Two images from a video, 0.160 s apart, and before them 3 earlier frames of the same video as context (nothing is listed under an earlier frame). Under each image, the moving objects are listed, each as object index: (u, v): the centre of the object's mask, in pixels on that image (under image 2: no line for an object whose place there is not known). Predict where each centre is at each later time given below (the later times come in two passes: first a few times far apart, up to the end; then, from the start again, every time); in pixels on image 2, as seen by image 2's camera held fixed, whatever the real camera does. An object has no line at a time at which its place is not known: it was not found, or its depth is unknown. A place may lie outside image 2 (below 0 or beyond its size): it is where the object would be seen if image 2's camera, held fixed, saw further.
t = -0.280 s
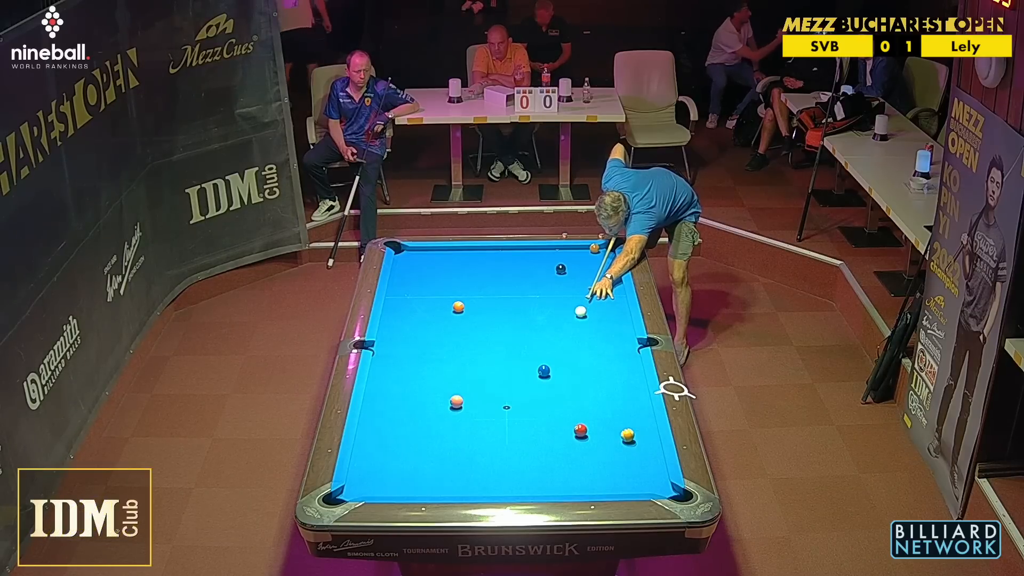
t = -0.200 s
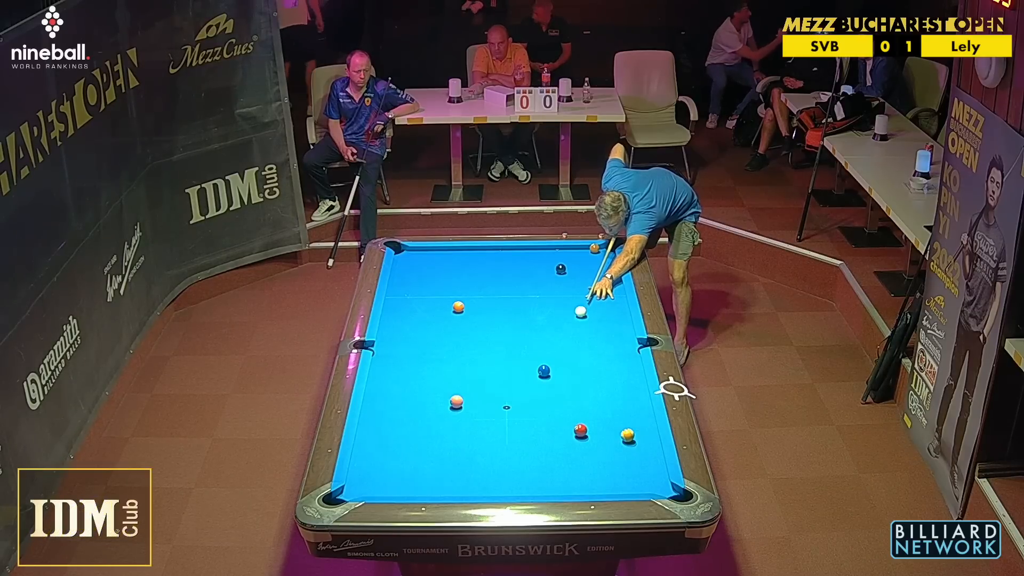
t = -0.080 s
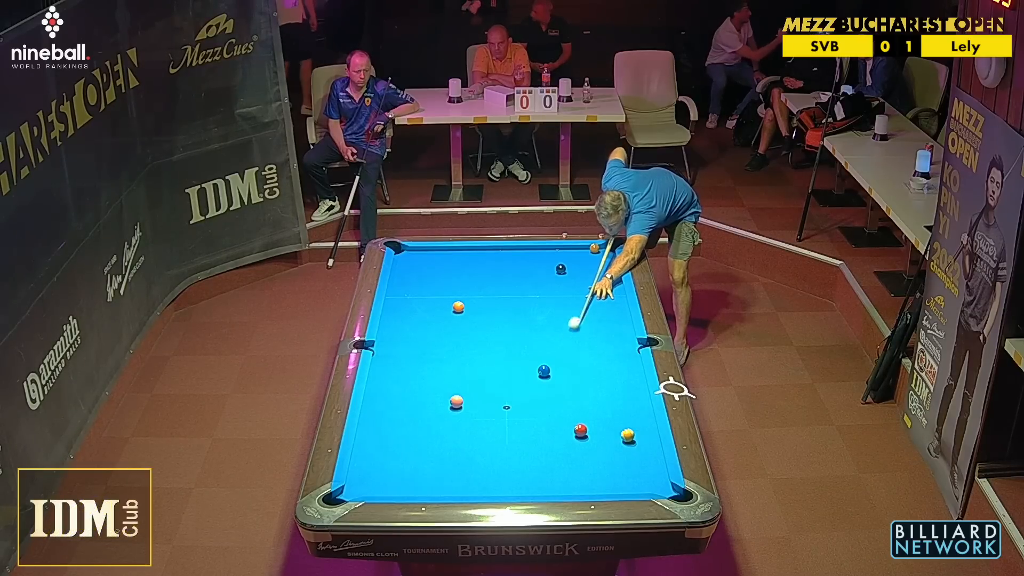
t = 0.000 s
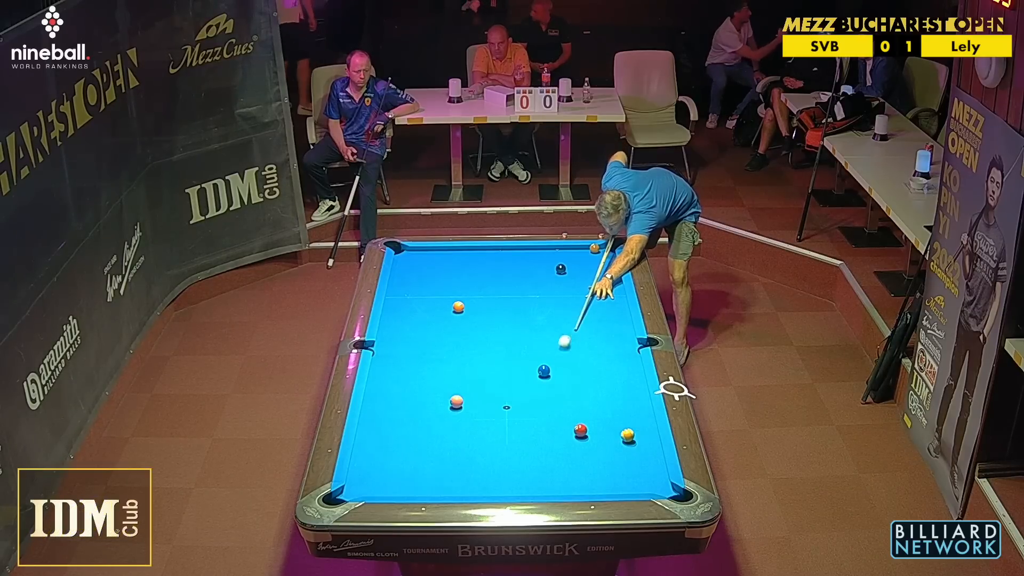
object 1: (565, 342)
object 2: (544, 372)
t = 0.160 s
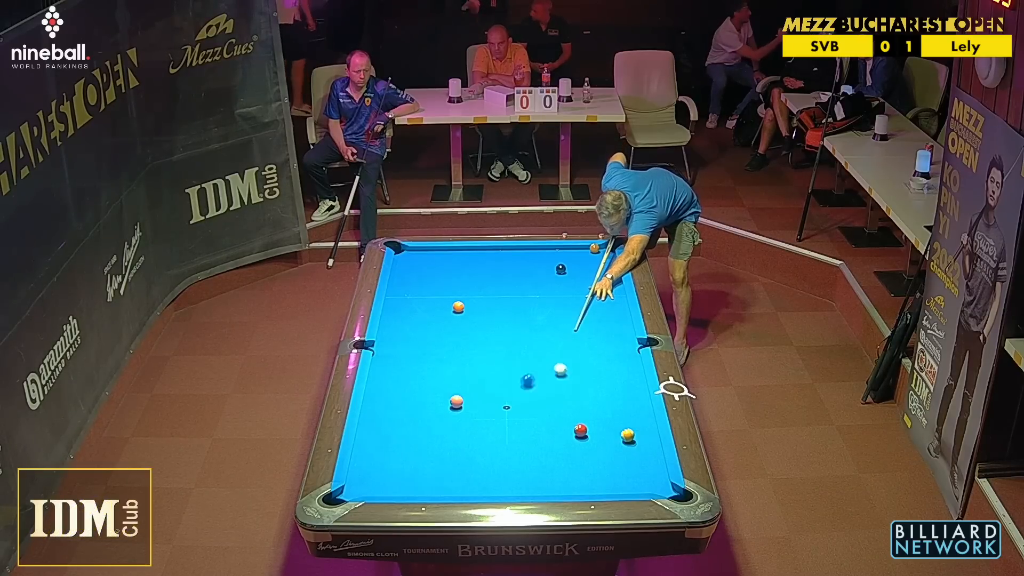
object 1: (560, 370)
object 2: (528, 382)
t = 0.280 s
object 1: (577, 374)
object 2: (494, 401)
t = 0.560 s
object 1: (612, 379)
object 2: (423, 442)
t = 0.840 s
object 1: (637, 382)
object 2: (354, 484)
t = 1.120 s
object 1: (623, 381)
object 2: (393, 482)
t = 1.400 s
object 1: (610, 381)
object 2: (426, 464)
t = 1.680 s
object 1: (598, 380)
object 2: (457, 447)
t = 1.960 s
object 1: (588, 379)
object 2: (485, 431)
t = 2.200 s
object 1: (581, 379)
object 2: (507, 418)
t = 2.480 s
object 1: (573, 378)
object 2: (531, 405)
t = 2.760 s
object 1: (567, 378)
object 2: (553, 392)
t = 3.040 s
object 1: (561, 374)
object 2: (573, 384)
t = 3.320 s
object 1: (558, 367)
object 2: (592, 381)
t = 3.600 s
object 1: (554, 361)
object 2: (608, 378)
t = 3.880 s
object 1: (551, 356)
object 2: (624, 376)
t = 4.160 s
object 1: (549, 352)
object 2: (638, 373)
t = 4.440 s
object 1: (547, 348)
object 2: (631, 372)
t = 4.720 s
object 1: (545, 344)
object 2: (625, 372)
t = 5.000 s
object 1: (543, 342)
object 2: (621, 371)
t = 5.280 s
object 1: (542, 339)
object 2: (617, 370)
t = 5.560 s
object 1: (542, 338)
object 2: (615, 370)
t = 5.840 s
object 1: (542, 336)
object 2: (613, 369)
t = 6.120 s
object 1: (542, 336)
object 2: (613, 369)
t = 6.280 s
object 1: (542, 336)
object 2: (613, 369)
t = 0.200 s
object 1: (566, 372)
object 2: (516, 388)
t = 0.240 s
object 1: (572, 373)
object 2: (505, 395)
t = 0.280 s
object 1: (577, 374)
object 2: (494, 401)
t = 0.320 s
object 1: (583, 376)
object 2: (484, 407)
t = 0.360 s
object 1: (588, 377)
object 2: (474, 413)
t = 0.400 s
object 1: (593, 377)
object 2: (464, 418)
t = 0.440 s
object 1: (598, 378)
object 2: (454, 424)
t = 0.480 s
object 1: (603, 378)
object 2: (444, 430)
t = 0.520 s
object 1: (607, 378)
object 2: (433, 436)
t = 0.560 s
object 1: (612, 379)
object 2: (423, 442)
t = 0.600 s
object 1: (617, 379)
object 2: (412, 448)
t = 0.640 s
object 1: (622, 380)
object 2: (402, 454)
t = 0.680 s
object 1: (626, 380)
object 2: (391, 460)
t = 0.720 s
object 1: (631, 381)
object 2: (380, 466)
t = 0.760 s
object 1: (636, 381)
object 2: (369, 472)
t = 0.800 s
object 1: (640, 382)
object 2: (358, 479)
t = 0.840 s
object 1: (637, 382)
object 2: (354, 484)
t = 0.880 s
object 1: (634, 381)
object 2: (360, 489)
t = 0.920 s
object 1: (632, 381)
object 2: (366, 491)
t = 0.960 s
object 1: (630, 381)
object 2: (372, 491)
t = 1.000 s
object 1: (628, 381)
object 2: (378, 490)
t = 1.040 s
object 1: (626, 381)
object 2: (383, 488)
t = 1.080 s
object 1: (625, 381)
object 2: (388, 485)
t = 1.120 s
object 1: (623, 381)
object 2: (393, 482)
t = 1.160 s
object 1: (621, 381)
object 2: (398, 480)
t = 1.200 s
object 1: (619, 381)
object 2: (403, 477)
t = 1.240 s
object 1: (617, 381)
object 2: (408, 474)
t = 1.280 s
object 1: (615, 381)
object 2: (412, 472)
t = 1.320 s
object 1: (613, 381)
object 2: (417, 469)
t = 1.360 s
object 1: (612, 381)
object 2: (422, 466)
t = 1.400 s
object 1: (610, 381)
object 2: (426, 464)
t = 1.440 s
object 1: (608, 380)
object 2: (431, 461)
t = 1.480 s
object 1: (607, 380)
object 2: (435, 459)
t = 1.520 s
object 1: (605, 380)
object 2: (440, 456)
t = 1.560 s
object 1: (603, 380)
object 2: (444, 454)
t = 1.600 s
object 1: (602, 380)
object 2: (448, 451)
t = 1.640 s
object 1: (600, 380)
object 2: (452, 449)
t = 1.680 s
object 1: (598, 380)
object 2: (457, 447)
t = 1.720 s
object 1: (597, 380)
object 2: (461, 444)
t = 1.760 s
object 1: (595, 380)
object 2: (465, 442)
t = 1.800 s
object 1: (594, 380)
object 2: (469, 440)
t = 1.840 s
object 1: (592, 379)
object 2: (473, 438)
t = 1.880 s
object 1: (591, 379)
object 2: (477, 435)
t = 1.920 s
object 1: (590, 379)
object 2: (481, 433)
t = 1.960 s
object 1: (588, 379)
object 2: (485, 431)
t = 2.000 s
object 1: (587, 379)
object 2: (489, 429)
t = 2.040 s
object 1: (586, 379)
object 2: (492, 427)
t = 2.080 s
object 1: (584, 379)
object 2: (496, 424)
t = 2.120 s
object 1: (583, 379)
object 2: (500, 423)
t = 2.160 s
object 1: (582, 379)
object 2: (503, 420)
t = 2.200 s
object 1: (581, 379)
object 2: (507, 418)
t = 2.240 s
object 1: (579, 379)
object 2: (511, 416)
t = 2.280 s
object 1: (578, 379)
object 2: (514, 414)
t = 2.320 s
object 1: (577, 379)
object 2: (517, 412)
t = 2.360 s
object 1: (576, 379)
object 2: (521, 410)
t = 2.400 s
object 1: (575, 379)
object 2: (524, 409)
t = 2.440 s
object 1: (574, 378)
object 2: (528, 407)
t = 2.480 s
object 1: (573, 378)
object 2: (531, 405)
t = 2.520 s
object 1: (572, 378)
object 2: (534, 403)
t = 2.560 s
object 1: (571, 378)
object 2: (538, 401)
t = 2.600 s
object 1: (570, 378)
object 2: (540, 399)
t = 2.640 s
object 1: (569, 378)
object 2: (544, 397)
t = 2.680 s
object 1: (568, 378)
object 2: (547, 396)
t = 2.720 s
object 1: (567, 378)
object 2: (550, 394)
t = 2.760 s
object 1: (567, 378)
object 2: (553, 392)
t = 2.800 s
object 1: (566, 378)
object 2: (556, 390)
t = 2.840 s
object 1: (565, 378)
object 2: (559, 389)
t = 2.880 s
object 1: (565, 376)
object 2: (562, 387)
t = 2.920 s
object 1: (563, 375)
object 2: (565, 386)
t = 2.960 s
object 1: (562, 375)
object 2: (568, 385)
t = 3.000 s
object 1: (562, 375)
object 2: (570, 385)
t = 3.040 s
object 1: (561, 374)
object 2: (573, 384)
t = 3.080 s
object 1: (561, 373)
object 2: (576, 384)
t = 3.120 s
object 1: (560, 372)
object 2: (579, 383)
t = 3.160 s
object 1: (560, 371)
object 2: (581, 383)
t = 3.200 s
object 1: (559, 370)
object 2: (584, 382)
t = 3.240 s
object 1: (559, 369)
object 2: (586, 382)
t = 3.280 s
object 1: (558, 368)
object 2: (589, 381)
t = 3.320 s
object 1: (558, 367)
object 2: (592, 381)
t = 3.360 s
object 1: (557, 366)
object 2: (594, 381)
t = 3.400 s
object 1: (557, 365)
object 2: (597, 380)
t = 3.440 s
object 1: (556, 365)
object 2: (599, 380)
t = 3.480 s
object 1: (556, 364)
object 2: (601, 379)
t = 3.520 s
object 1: (555, 363)
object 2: (604, 379)
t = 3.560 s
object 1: (555, 362)
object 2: (606, 378)
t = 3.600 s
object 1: (554, 361)
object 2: (608, 378)
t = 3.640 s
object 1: (554, 361)
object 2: (611, 377)
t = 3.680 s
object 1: (553, 360)
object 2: (613, 377)
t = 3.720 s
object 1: (553, 359)
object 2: (615, 377)
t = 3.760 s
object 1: (553, 358)
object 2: (617, 377)
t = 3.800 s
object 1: (552, 357)
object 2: (620, 376)
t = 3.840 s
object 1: (552, 357)
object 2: (622, 376)
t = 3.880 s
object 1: (551, 356)
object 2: (624, 376)
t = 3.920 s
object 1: (551, 355)
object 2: (626, 375)
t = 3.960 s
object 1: (550, 355)
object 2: (628, 375)
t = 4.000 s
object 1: (550, 354)
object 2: (630, 375)
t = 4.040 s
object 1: (550, 353)
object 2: (632, 374)
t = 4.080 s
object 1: (549, 353)
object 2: (634, 374)
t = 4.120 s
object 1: (549, 352)
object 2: (636, 373)
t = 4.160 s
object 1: (549, 352)
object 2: (638, 373)
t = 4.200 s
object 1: (548, 351)
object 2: (638, 373)
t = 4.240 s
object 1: (548, 350)
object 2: (636, 373)
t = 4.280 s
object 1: (548, 350)
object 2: (635, 373)
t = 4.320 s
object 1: (548, 349)
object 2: (634, 372)
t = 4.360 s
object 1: (547, 349)
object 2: (633, 372)
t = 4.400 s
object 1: (547, 348)
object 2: (632, 372)
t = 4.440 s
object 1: (547, 348)
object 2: (631, 372)
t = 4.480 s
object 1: (546, 347)
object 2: (631, 372)
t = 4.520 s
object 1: (546, 347)
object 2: (630, 372)
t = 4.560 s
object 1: (546, 346)
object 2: (629, 372)
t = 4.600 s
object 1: (545, 346)
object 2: (628, 372)
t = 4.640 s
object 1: (545, 345)
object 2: (627, 372)
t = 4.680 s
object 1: (545, 345)
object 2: (626, 372)
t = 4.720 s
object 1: (545, 344)
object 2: (625, 372)
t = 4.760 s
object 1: (544, 344)
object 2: (624, 372)
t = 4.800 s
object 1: (544, 343)
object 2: (624, 371)
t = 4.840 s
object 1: (544, 343)
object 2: (623, 371)
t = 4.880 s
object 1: (544, 343)
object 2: (623, 371)
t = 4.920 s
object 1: (544, 342)
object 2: (622, 371)
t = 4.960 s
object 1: (543, 342)
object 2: (621, 371)
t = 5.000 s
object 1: (543, 342)
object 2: (621, 371)
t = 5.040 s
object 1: (543, 341)
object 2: (620, 371)
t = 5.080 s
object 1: (543, 341)
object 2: (619, 371)
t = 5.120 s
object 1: (543, 341)
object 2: (619, 371)
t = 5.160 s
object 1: (543, 340)
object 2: (619, 370)
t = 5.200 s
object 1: (543, 340)
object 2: (618, 370)
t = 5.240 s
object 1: (542, 340)
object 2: (618, 370)
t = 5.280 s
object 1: (542, 339)
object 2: (617, 370)
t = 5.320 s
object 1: (542, 339)
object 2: (617, 370)
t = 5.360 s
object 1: (542, 339)
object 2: (616, 370)
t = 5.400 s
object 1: (542, 338)
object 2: (616, 370)
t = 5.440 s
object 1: (542, 338)
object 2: (615, 370)
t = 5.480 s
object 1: (542, 338)
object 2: (615, 370)
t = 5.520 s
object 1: (542, 338)
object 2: (615, 370)
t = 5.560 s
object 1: (542, 338)
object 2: (615, 370)
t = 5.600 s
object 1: (542, 337)
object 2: (614, 370)
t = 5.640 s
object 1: (542, 337)
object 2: (614, 370)
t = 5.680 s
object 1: (542, 337)
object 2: (614, 369)
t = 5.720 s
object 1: (542, 337)
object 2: (614, 369)
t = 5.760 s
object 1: (542, 337)
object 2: (614, 369)
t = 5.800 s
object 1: (542, 337)
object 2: (613, 369)
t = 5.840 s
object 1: (542, 336)
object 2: (613, 369)
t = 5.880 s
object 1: (542, 336)
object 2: (613, 369)
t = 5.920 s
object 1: (542, 336)
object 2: (613, 369)
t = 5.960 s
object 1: (542, 336)
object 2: (613, 369)
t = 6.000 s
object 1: (542, 336)
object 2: (613, 369)
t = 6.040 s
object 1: (542, 336)
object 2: (613, 369)
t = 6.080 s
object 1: (542, 336)
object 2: (613, 369)
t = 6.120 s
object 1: (542, 336)
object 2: (613, 369)
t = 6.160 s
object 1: (542, 336)
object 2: (613, 369)
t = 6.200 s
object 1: (542, 336)
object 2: (613, 369)
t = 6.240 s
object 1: (542, 336)
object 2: (613, 369)
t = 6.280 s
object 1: (542, 336)
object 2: (613, 369)
